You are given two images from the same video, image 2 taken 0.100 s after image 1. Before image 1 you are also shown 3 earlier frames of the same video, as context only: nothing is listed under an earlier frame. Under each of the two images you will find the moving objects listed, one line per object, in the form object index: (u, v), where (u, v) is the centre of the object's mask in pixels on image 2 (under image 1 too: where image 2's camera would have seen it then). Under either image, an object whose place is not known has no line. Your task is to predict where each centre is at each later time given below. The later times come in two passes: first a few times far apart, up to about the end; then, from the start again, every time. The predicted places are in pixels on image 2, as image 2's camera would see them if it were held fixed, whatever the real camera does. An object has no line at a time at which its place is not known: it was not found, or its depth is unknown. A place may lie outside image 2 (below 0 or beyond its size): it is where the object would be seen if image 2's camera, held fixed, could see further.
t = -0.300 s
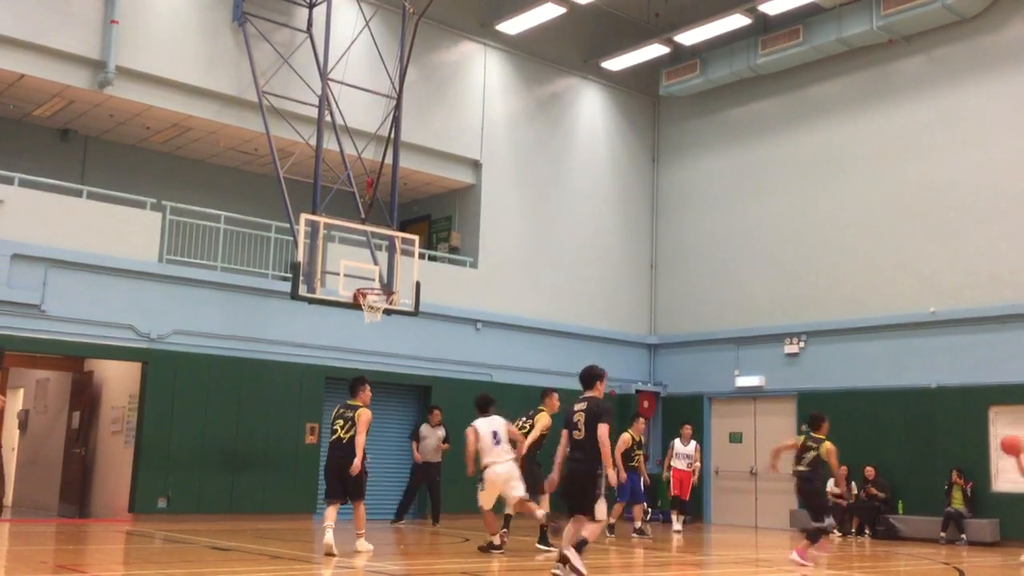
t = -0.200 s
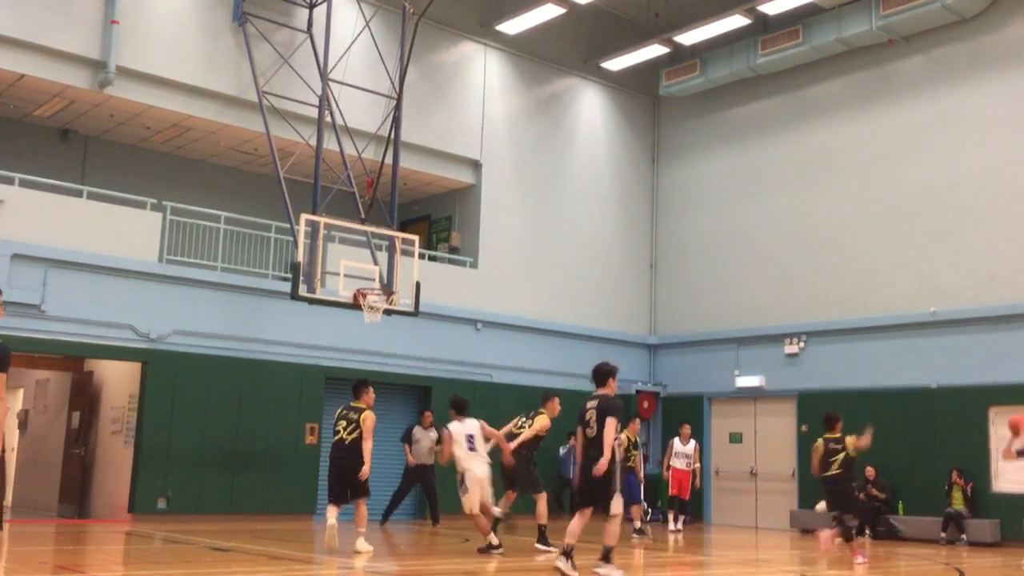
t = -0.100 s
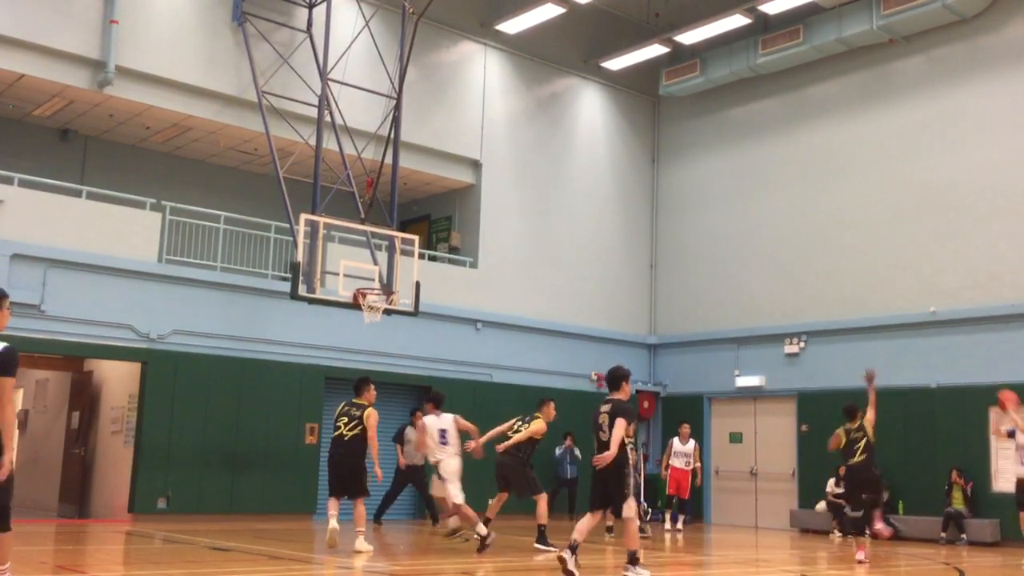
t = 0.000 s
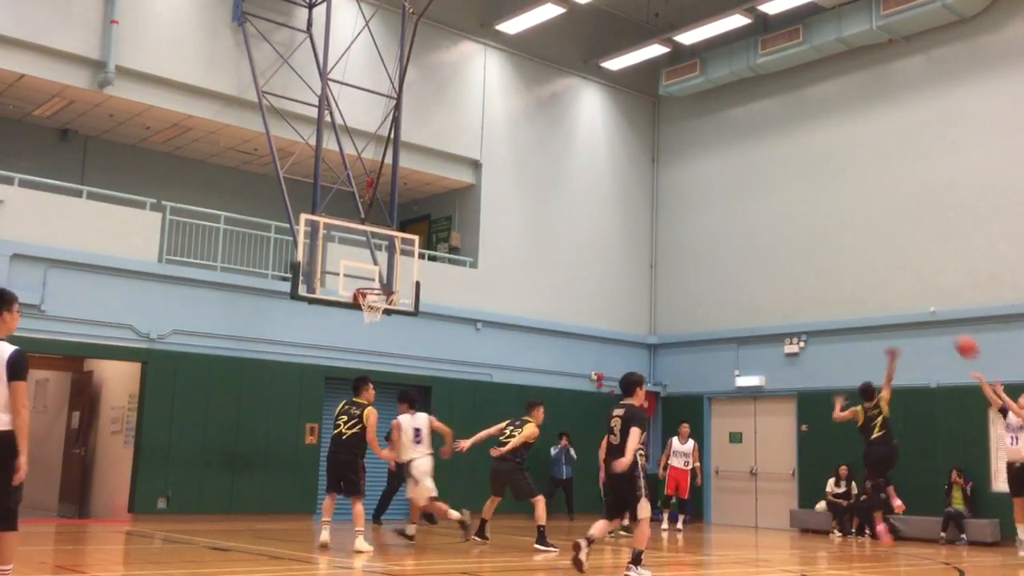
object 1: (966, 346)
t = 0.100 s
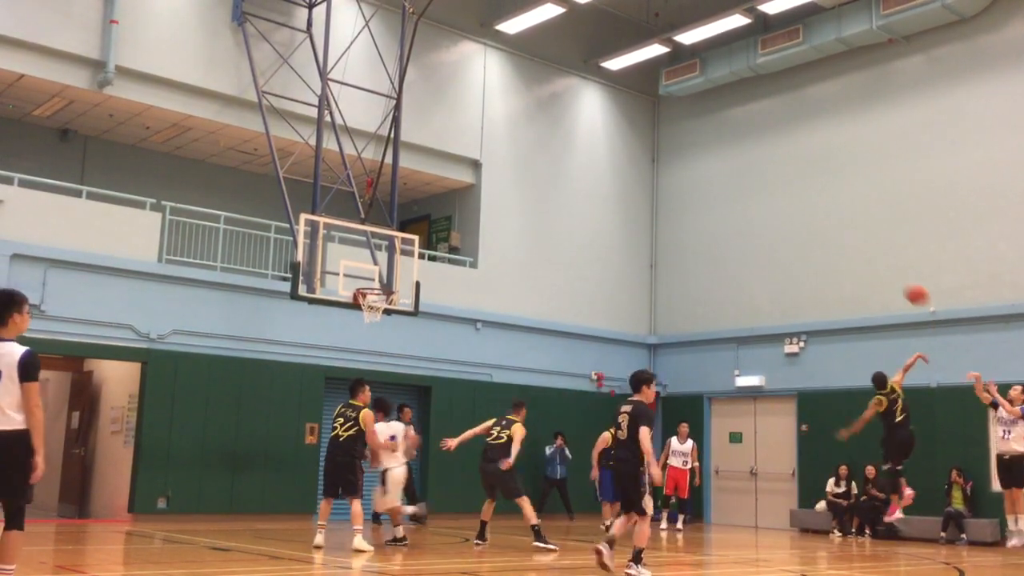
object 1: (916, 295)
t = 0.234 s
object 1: (851, 238)
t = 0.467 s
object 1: (743, 177)
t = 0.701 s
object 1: (644, 157)
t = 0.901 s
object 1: (560, 173)
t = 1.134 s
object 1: (464, 225)
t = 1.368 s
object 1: (410, 288)
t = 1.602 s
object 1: (462, 294)
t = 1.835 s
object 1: (512, 333)
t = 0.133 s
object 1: (899, 279)
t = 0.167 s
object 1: (883, 264)
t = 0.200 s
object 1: (867, 251)
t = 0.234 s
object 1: (851, 238)
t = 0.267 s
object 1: (835, 227)
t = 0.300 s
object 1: (820, 216)
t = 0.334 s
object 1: (804, 206)
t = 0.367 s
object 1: (789, 198)
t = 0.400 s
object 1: (774, 190)
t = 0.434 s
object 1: (759, 183)
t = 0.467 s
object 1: (743, 177)
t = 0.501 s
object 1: (729, 171)
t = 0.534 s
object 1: (715, 167)
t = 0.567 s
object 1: (701, 163)
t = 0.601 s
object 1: (686, 160)
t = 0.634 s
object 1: (672, 158)
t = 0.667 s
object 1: (657, 157)
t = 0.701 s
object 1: (644, 157)
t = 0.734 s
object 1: (630, 158)
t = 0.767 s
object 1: (616, 159)
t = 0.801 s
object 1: (601, 162)
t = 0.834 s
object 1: (587, 164)
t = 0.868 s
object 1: (573, 168)
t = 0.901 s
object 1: (560, 173)
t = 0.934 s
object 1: (546, 178)
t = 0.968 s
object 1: (532, 184)
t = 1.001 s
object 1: (519, 191)
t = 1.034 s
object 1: (505, 199)
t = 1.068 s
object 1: (491, 207)
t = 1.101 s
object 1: (477, 216)
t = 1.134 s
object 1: (464, 225)
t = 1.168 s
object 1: (451, 236)
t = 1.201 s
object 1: (438, 248)
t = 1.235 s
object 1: (424, 261)
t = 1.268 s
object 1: (410, 274)
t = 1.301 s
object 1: (396, 288)
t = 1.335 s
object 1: (400, 289)
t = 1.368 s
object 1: (410, 288)
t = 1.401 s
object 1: (416, 288)
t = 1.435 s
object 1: (424, 288)
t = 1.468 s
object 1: (432, 288)
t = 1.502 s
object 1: (439, 288)
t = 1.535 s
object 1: (447, 289)
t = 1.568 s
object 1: (454, 291)
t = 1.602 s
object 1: (462, 294)
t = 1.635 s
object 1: (469, 297)
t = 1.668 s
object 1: (476, 301)
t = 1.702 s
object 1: (483, 306)
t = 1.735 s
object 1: (491, 312)
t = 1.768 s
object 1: (498, 318)
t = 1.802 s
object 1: (505, 325)
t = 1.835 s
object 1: (512, 333)
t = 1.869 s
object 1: (518, 341)
